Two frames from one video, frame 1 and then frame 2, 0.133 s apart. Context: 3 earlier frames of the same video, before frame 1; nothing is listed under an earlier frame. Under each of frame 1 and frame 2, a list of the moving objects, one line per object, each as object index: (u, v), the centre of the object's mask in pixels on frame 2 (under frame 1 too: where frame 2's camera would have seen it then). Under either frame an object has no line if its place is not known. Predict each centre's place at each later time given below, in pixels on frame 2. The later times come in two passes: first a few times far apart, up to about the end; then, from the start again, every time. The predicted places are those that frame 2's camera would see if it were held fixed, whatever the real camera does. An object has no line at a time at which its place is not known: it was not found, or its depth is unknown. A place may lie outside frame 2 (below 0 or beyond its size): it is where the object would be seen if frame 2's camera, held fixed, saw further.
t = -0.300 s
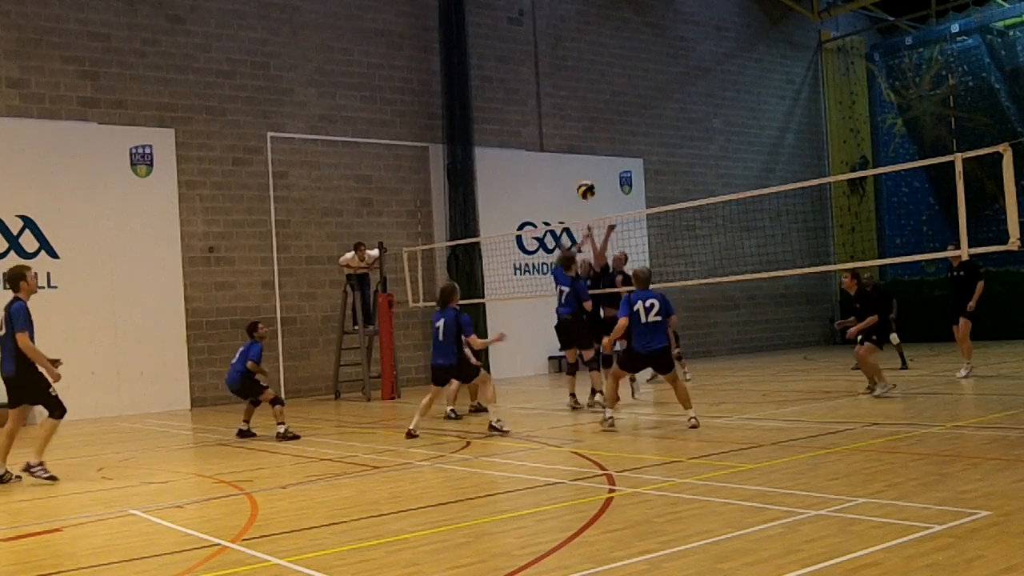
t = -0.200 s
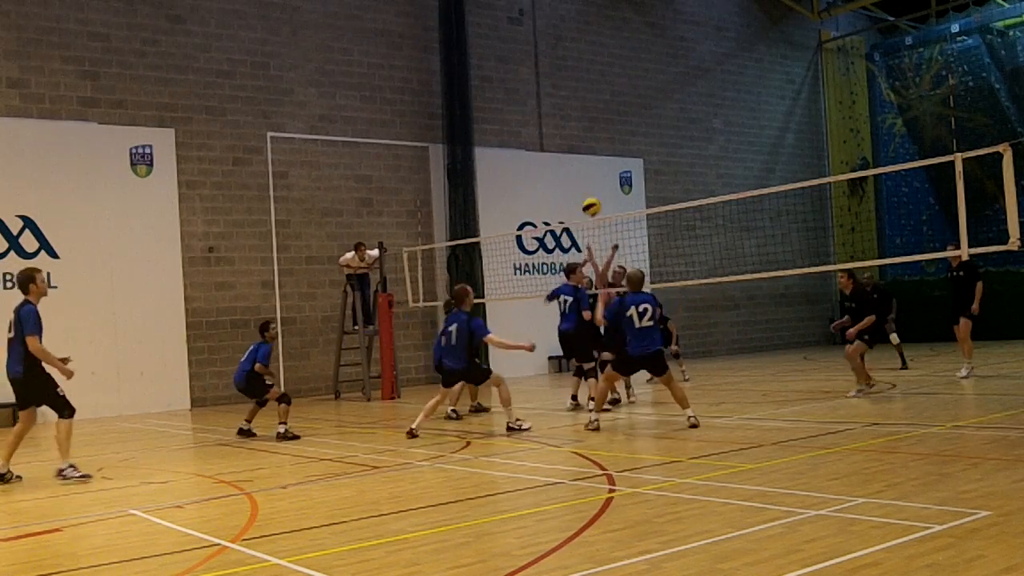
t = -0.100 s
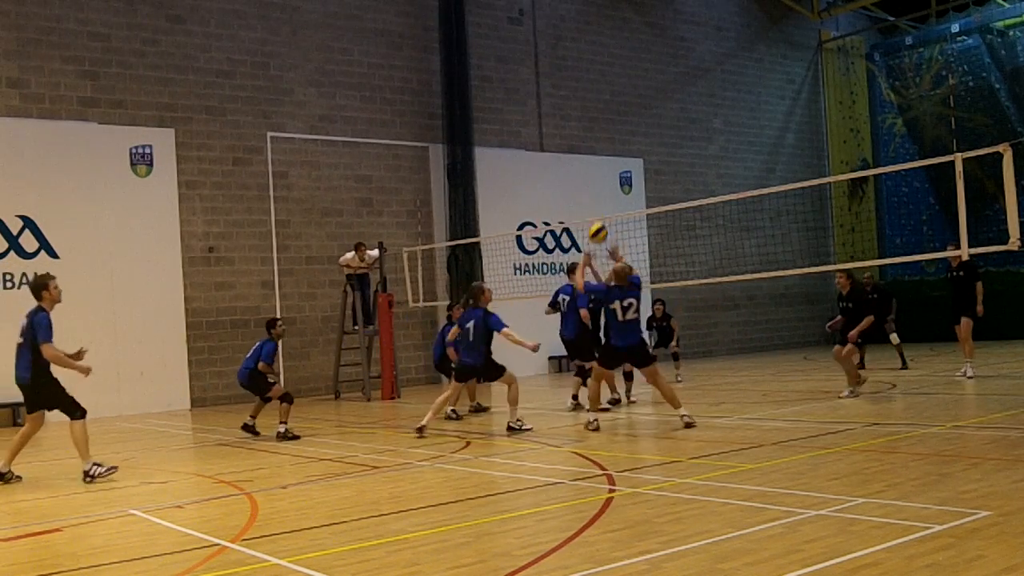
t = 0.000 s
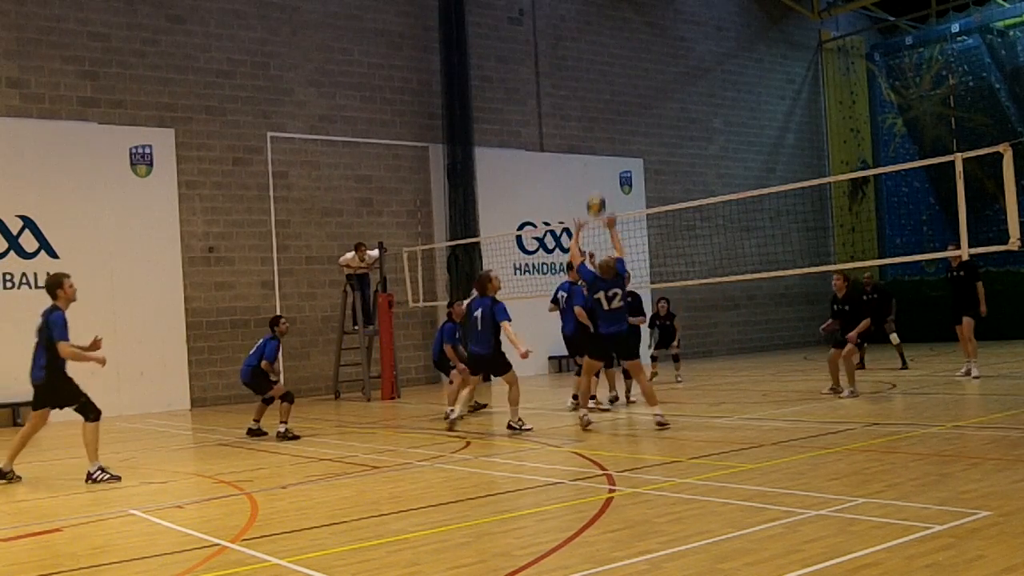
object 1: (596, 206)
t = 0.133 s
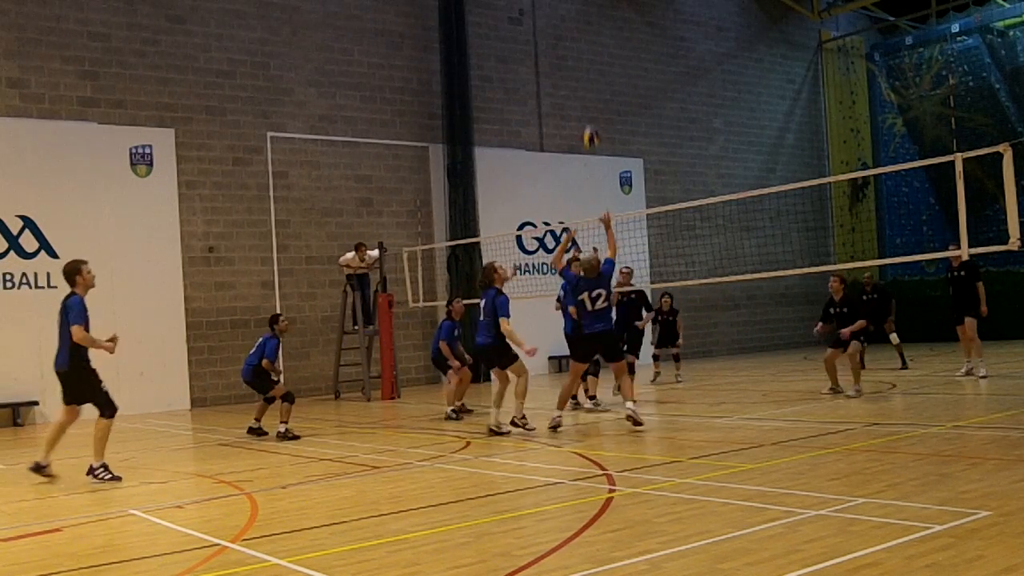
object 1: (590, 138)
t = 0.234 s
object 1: (587, 99)
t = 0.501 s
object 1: (583, 47)
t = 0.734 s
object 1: (582, 54)
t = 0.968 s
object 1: (583, 103)
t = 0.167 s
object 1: (589, 123)
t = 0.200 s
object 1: (588, 111)
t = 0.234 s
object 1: (587, 99)
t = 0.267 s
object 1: (586, 89)
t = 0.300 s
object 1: (586, 80)
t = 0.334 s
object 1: (585, 71)
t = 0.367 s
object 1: (584, 65)
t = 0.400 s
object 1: (584, 59)
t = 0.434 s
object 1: (584, 54)
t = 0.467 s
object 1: (583, 50)
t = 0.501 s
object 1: (583, 47)
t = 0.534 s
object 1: (582, 45)
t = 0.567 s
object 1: (582, 44)
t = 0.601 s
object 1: (582, 44)
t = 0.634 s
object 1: (581, 45)
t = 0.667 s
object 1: (582, 47)
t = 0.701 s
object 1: (582, 50)
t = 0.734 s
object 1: (582, 54)
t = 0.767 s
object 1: (582, 58)
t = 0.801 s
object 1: (582, 64)
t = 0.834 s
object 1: (582, 70)
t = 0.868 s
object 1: (582, 77)
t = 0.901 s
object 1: (583, 85)
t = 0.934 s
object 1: (583, 93)
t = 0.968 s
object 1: (583, 103)
